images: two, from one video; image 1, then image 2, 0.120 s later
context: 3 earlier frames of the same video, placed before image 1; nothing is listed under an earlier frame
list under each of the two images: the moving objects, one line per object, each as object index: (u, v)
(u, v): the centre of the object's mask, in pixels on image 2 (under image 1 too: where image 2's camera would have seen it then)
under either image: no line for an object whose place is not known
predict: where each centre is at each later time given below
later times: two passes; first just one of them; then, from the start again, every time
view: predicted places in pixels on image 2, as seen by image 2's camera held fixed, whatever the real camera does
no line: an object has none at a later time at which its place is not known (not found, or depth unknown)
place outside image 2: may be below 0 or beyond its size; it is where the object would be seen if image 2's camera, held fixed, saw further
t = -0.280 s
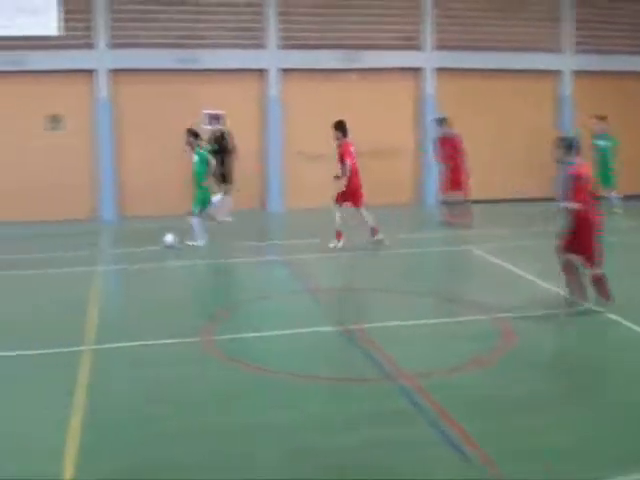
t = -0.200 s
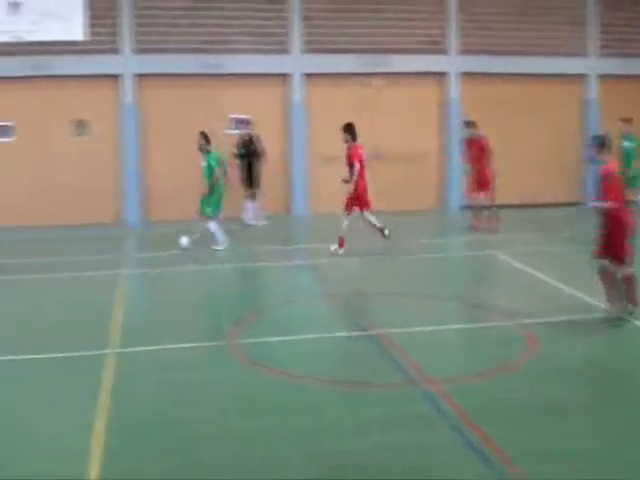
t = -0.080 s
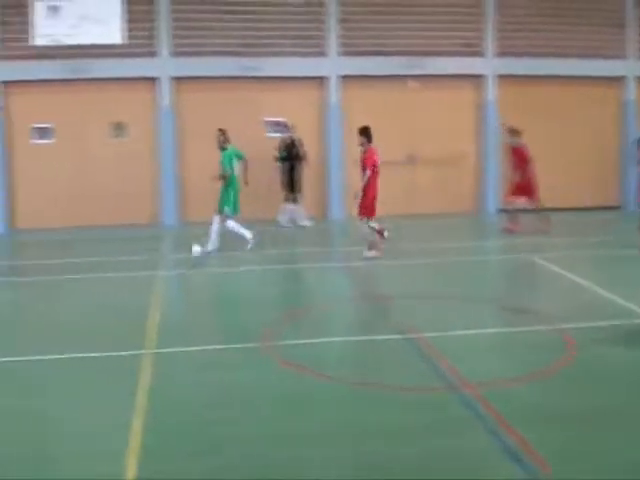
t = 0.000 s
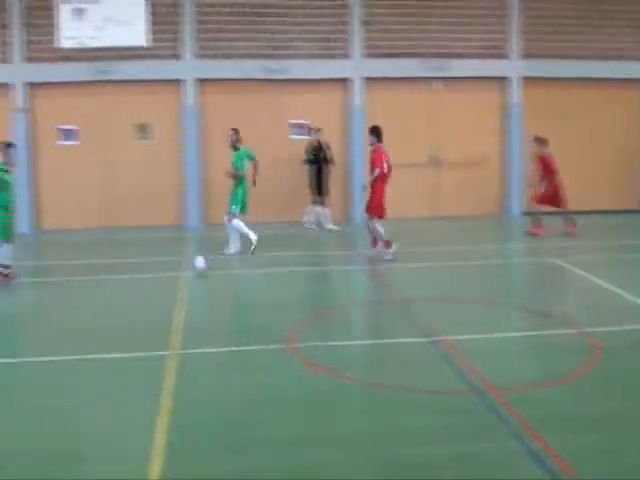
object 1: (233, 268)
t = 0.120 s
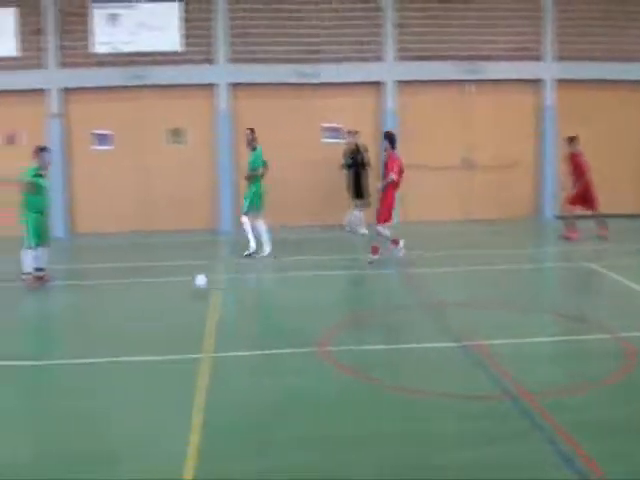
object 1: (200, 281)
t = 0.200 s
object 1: (177, 297)
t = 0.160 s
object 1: (189, 289)
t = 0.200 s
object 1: (177, 297)
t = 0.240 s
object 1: (165, 303)
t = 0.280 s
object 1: (152, 310)
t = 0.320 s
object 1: (139, 316)
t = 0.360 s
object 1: (127, 323)
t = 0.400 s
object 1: (112, 330)
